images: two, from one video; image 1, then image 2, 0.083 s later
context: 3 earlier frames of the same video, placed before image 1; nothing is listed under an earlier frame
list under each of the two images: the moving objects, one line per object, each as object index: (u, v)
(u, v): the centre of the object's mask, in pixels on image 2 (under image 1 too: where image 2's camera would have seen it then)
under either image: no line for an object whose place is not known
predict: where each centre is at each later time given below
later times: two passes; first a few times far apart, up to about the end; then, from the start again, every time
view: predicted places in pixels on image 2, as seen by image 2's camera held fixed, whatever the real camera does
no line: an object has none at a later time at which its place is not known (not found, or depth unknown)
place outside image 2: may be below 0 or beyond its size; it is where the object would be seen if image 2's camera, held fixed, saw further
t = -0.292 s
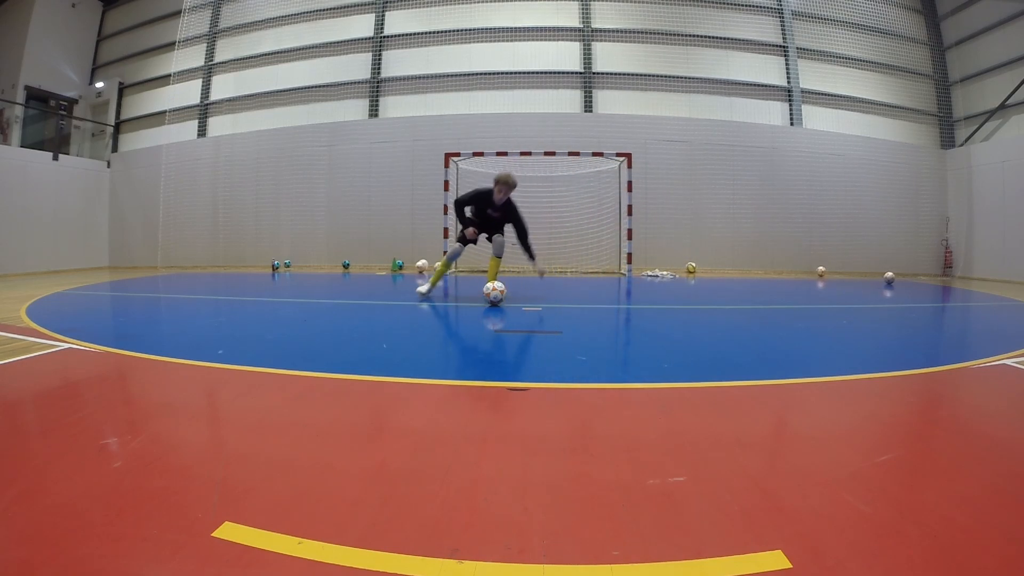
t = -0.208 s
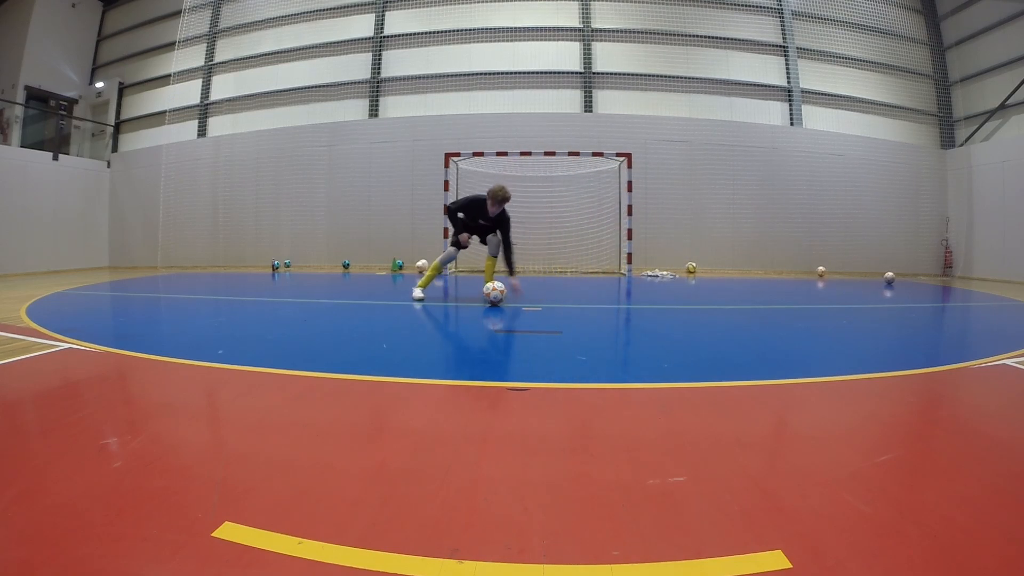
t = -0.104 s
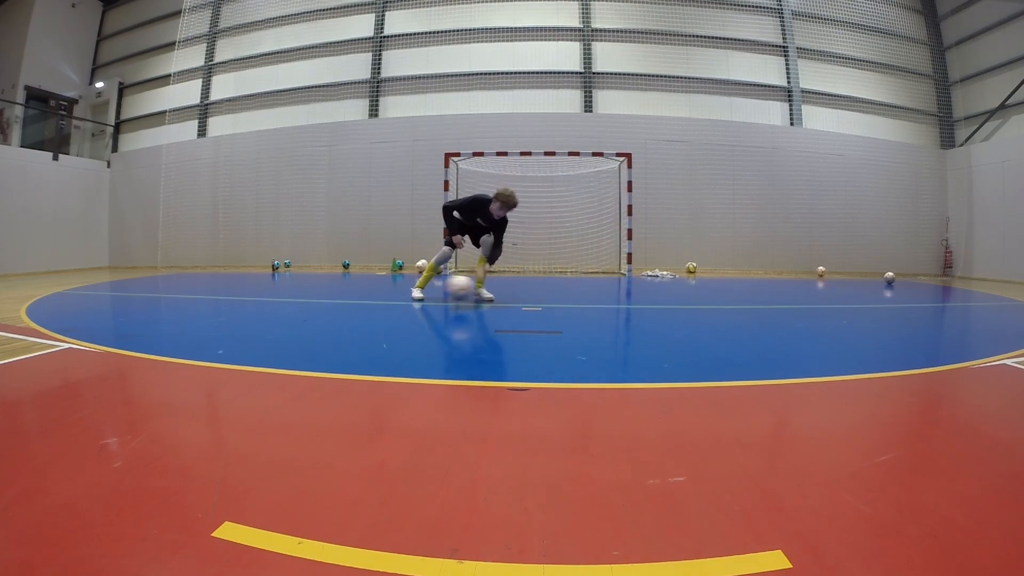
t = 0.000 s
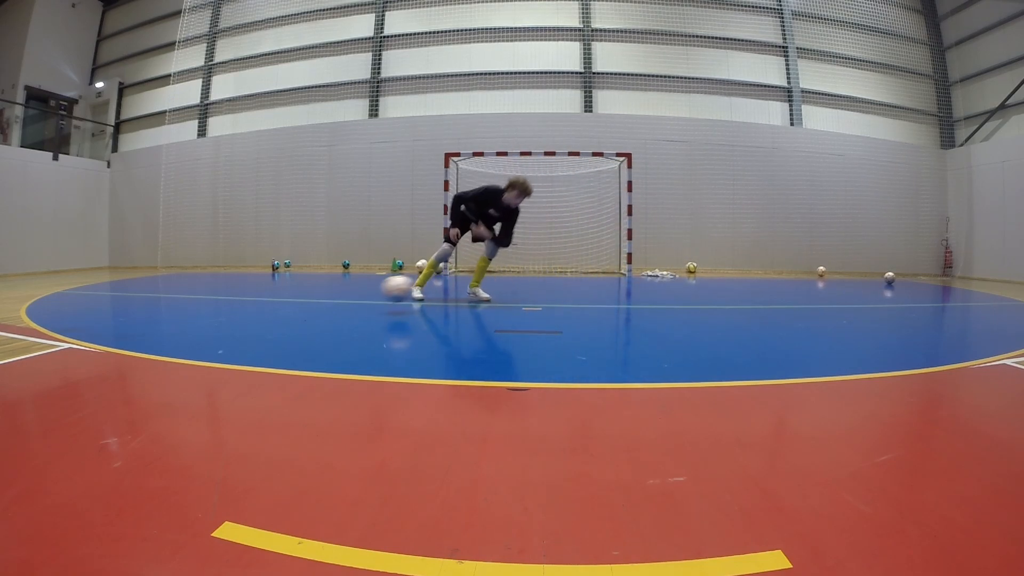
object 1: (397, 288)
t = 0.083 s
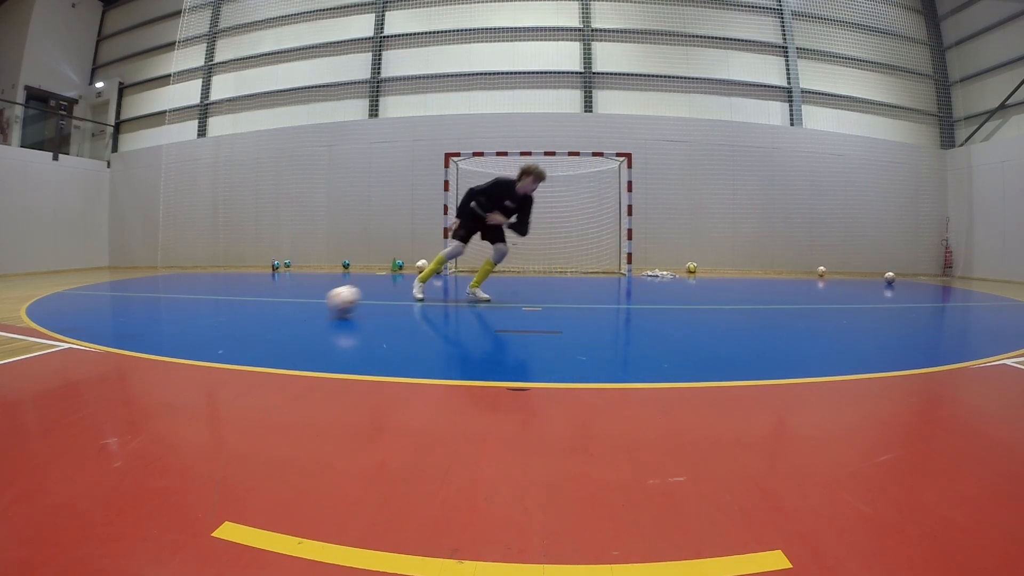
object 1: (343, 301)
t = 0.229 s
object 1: (261, 304)
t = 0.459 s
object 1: (135, 314)
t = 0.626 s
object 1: (48, 319)
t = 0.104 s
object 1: (330, 303)
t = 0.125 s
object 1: (318, 302)
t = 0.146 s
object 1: (307, 300)
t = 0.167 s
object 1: (295, 300)
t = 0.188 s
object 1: (284, 301)
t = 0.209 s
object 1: (272, 302)
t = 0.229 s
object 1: (261, 304)
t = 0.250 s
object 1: (249, 306)
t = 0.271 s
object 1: (237, 308)
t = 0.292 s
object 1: (225, 309)
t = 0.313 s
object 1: (214, 309)
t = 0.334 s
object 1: (203, 310)
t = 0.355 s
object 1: (192, 311)
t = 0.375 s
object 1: (180, 311)
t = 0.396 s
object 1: (169, 311)
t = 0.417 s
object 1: (158, 312)
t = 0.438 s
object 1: (146, 314)
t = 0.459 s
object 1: (135, 314)
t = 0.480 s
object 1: (124, 314)
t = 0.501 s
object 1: (112, 315)
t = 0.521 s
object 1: (102, 316)
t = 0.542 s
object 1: (91, 316)
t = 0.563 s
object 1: (79, 317)
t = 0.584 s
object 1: (69, 318)
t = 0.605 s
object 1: (59, 318)
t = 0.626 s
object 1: (48, 319)
